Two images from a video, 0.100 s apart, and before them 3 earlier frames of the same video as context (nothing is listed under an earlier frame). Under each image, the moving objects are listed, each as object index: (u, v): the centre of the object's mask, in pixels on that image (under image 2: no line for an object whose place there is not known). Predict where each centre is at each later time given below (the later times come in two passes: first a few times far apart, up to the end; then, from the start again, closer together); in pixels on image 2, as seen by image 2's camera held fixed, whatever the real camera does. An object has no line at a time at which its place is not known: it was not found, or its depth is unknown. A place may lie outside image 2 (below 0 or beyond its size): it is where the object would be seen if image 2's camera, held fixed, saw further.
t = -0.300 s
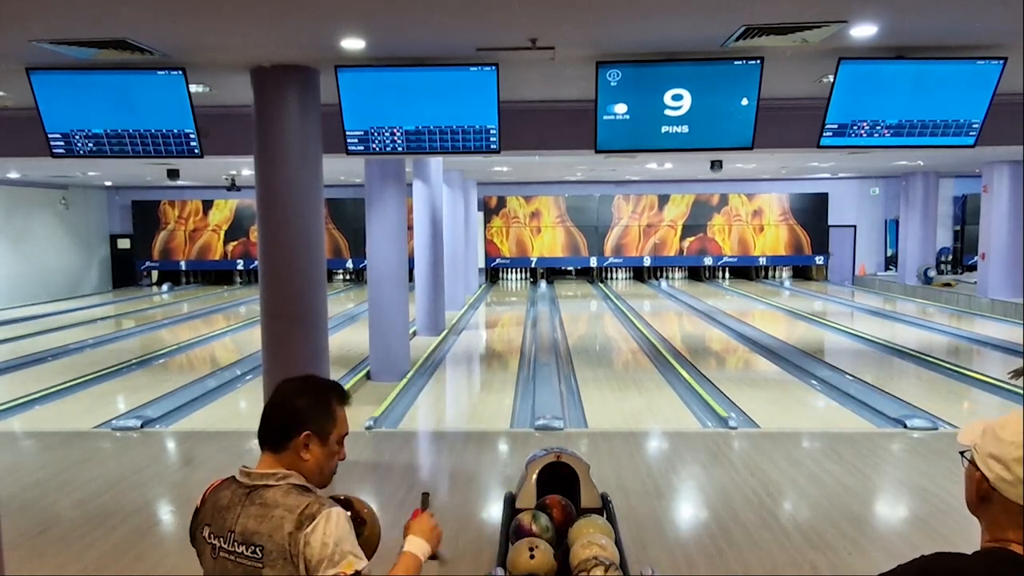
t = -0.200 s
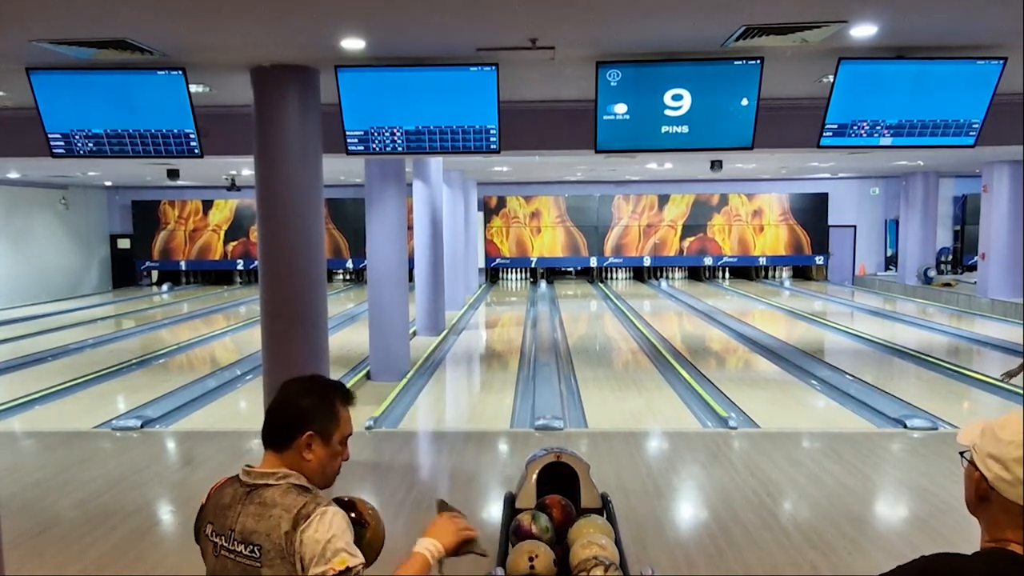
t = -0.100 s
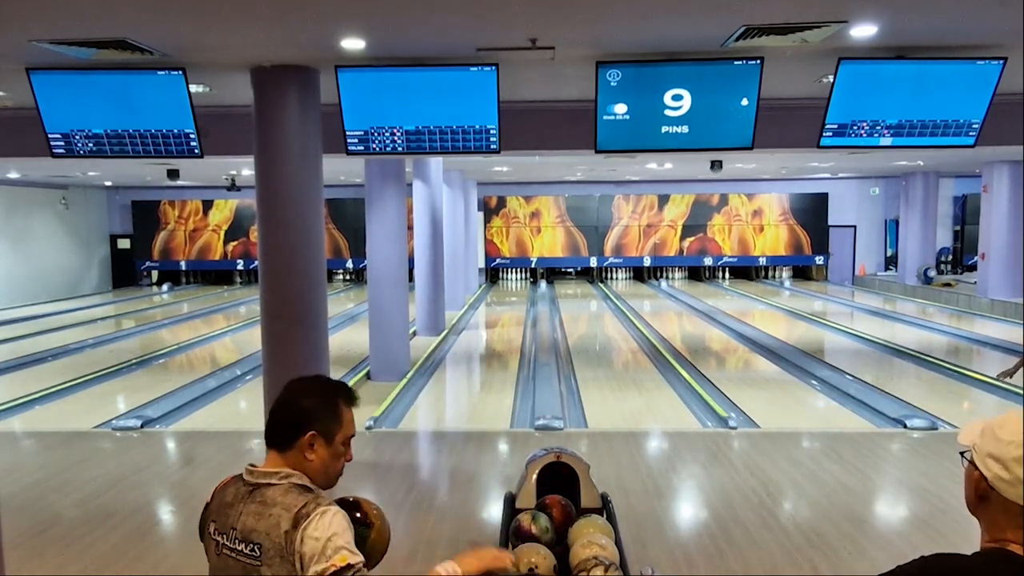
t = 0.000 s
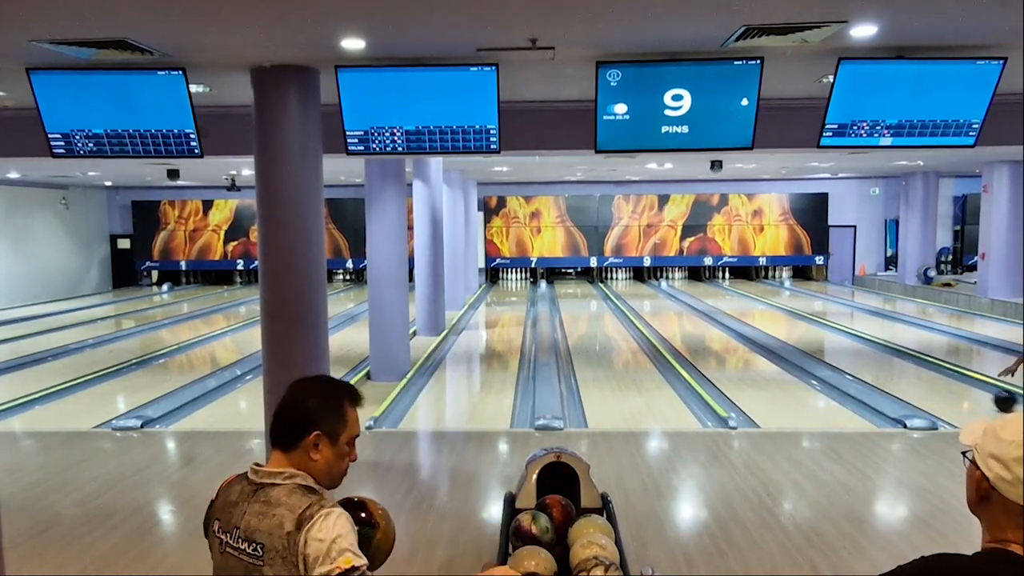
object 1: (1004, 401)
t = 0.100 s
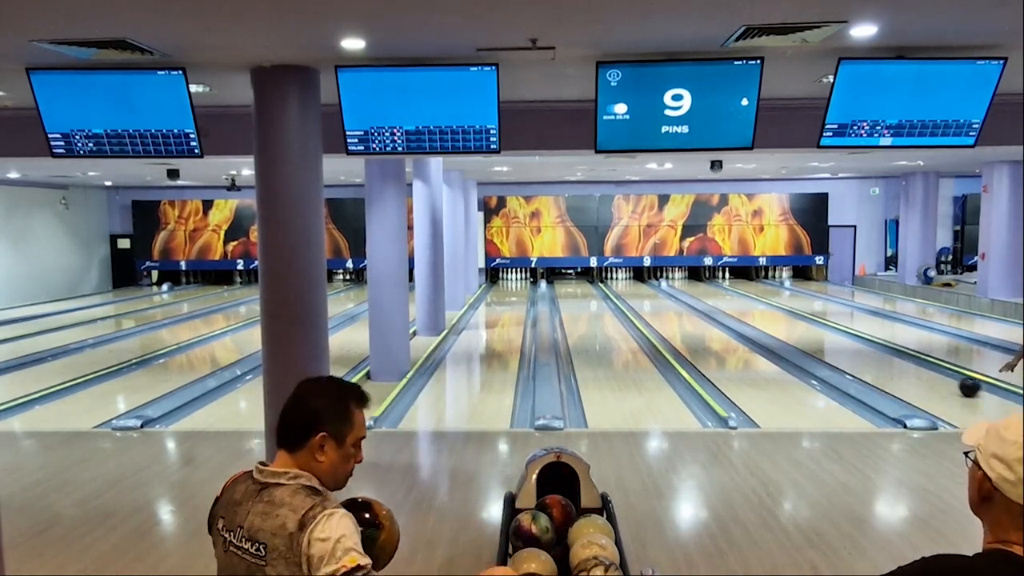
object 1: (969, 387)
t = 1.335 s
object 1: (762, 306)
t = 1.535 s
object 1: (747, 300)
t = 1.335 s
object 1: (762, 306)
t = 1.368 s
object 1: (759, 305)
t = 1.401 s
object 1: (757, 305)
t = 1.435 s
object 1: (754, 303)
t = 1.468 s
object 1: (751, 302)
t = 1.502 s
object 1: (749, 301)
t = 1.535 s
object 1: (747, 300)
